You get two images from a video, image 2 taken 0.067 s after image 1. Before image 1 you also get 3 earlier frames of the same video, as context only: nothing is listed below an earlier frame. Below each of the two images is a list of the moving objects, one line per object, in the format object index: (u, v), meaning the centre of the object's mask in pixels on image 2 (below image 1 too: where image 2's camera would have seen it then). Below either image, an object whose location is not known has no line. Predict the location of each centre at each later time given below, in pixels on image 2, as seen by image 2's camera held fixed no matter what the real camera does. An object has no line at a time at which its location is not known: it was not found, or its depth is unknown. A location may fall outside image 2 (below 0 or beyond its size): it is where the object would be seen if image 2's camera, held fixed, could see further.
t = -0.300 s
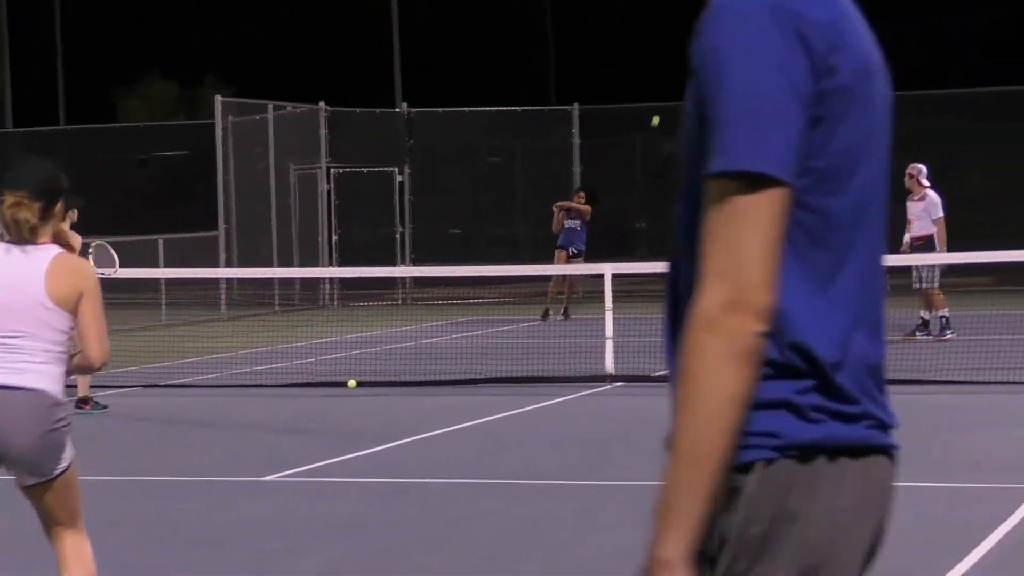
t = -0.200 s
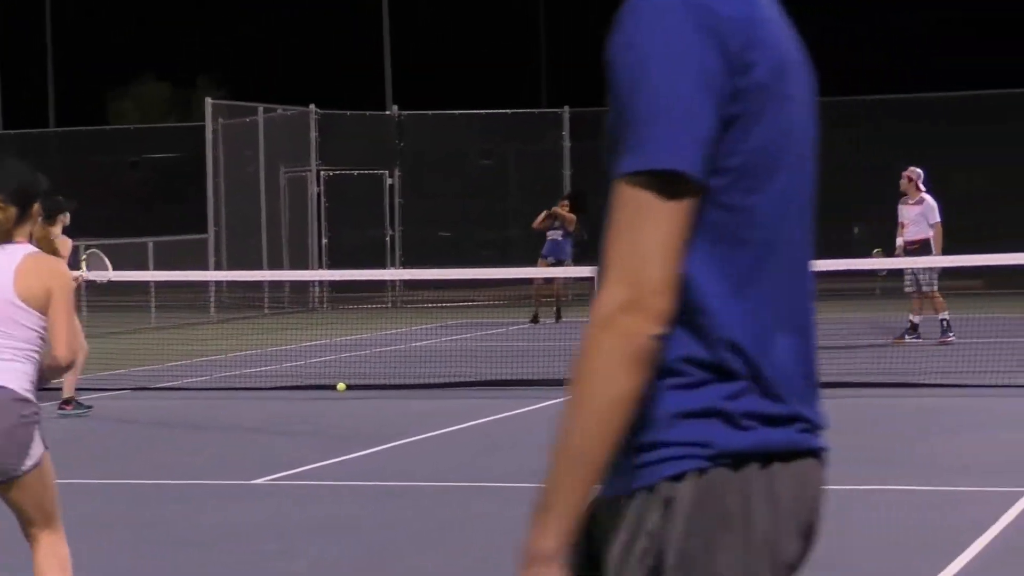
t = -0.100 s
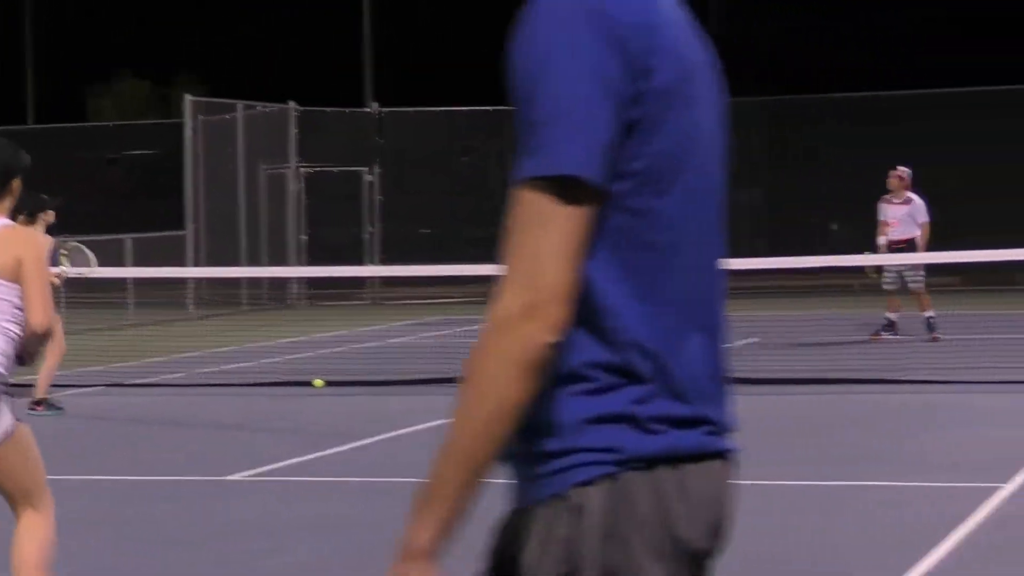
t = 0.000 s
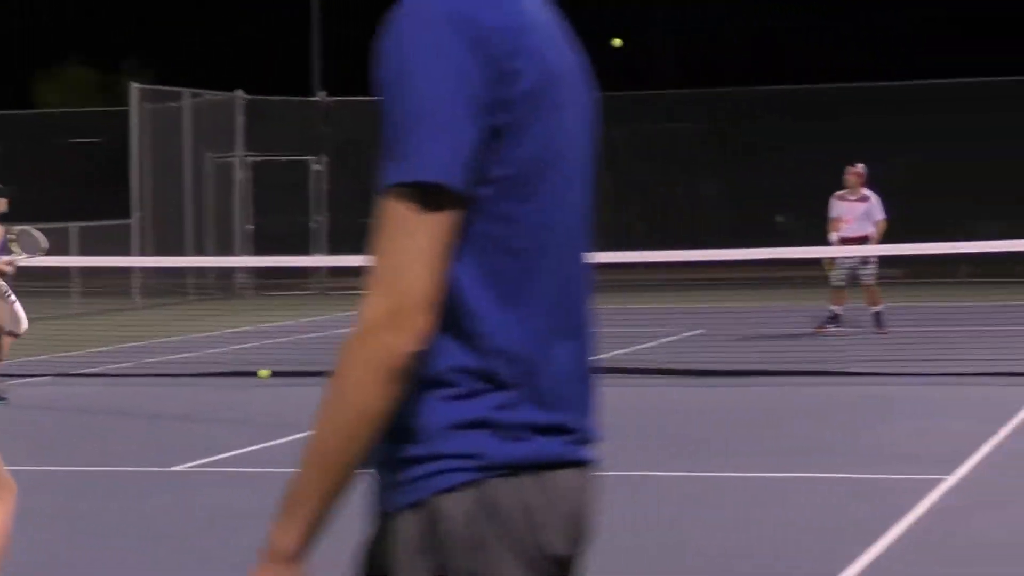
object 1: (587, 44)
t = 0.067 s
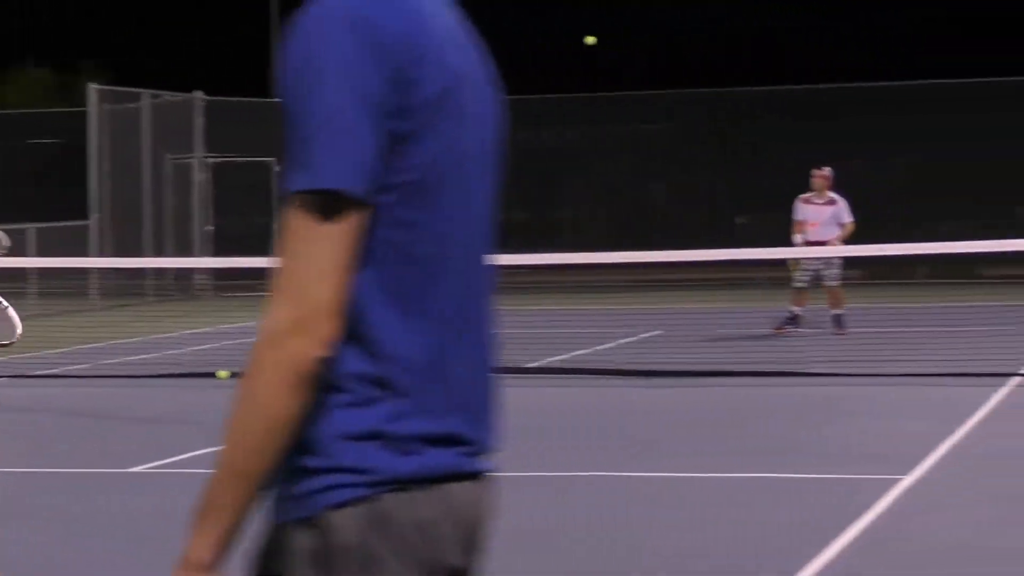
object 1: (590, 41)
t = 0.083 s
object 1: (590, 41)
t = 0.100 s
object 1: (591, 41)
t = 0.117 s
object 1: (592, 41)
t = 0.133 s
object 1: (593, 43)
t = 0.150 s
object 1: (595, 44)
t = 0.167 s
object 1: (596, 45)
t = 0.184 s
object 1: (598, 47)
